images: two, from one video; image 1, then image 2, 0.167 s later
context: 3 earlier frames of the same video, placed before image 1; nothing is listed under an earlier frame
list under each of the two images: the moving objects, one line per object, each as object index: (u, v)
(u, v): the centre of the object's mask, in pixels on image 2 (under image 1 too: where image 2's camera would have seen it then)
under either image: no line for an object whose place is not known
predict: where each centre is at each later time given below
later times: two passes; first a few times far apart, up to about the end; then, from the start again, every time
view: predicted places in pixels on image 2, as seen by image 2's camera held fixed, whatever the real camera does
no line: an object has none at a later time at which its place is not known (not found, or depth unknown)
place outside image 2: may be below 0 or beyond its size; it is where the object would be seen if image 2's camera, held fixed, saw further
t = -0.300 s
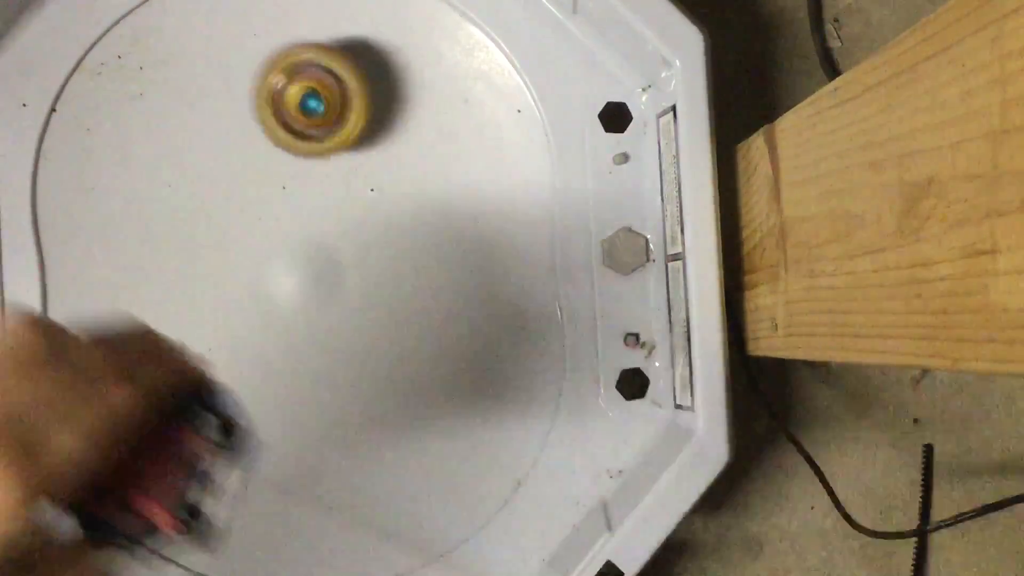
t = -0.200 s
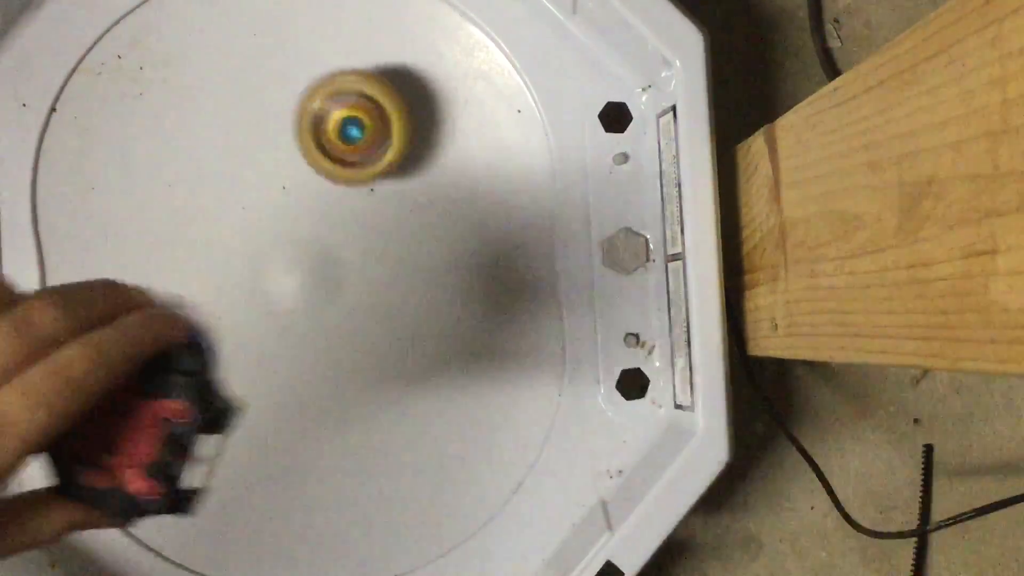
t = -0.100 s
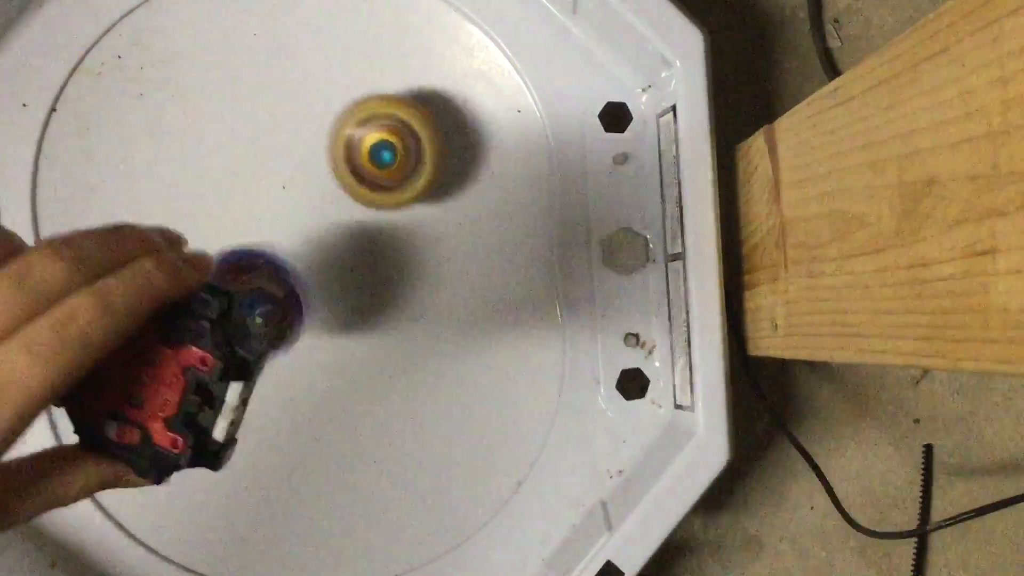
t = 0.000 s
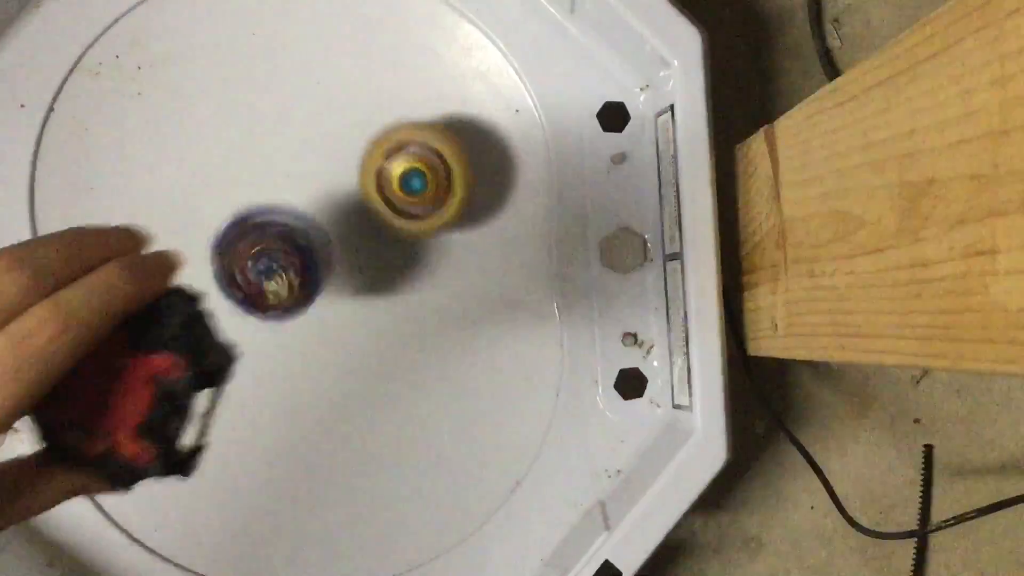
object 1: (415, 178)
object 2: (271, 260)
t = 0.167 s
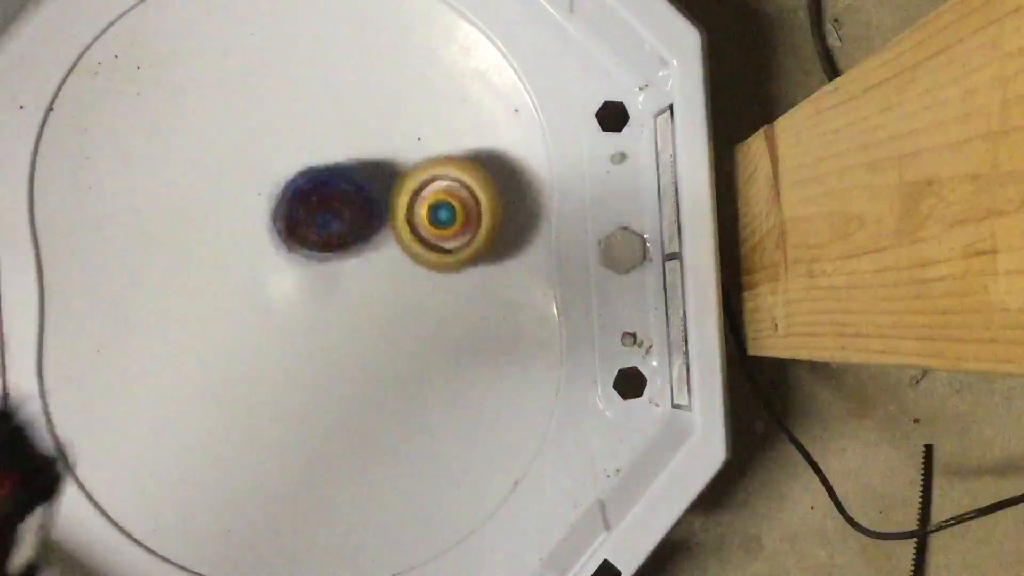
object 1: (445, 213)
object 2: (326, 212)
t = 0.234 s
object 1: (463, 226)
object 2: (324, 184)
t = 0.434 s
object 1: (483, 250)
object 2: (287, 153)
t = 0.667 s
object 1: (388, 306)
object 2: (267, 208)
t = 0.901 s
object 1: (269, 437)
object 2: (269, 227)
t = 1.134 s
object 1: (214, 520)
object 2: (279, 236)
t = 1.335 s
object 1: (223, 492)
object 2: (297, 215)
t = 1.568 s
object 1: (213, 367)
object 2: (318, 231)
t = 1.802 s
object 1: (161, 247)
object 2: (377, 254)
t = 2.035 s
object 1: (165, 162)
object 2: (373, 250)
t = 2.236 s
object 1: (194, 101)
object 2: (338, 257)
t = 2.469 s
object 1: (264, 73)
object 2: (340, 268)
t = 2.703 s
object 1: (353, 82)
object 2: (333, 260)
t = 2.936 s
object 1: (414, 113)
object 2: (334, 260)
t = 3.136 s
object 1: (414, 184)
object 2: (334, 259)
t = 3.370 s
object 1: (429, 216)
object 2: (319, 259)
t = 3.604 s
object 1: (423, 227)
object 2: (302, 223)
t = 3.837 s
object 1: (388, 250)
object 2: (273, 228)
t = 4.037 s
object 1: (363, 261)
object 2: (256, 246)
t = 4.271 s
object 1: (315, 309)
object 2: (254, 238)
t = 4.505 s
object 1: (282, 324)
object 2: (260, 234)
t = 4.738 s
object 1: (262, 324)
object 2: (260, 232)
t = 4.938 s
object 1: (265, 314)
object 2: (256, 228)
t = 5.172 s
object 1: (282, 318)
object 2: (259, 226)
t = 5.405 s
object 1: (283, 318)
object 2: (259, 226)
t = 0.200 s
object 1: (449, 218)
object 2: (333, 198)
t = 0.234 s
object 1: (463, 226)
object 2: (324, 184)
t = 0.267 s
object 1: (476, 233)
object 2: (317, 170)
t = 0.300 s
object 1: (484, 240)
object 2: (302, 160)
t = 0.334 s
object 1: (488, 243)
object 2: (297, 153)
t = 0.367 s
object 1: (488, 244)
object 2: (295, 151)
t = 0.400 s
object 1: (487, 247)
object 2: (289, 152)
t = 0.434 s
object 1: (483, 250)
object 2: (287, 153)
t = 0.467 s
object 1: (476, 253)
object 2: (283, 161)
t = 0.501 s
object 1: (468, 258)
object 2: (279, 166)
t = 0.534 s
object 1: (457, 263)
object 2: (279, 172)
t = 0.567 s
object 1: (443, 270)
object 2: (276, 184)
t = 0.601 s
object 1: (426, 280)
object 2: (274, 190)
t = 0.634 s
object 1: (407, 292)
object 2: (273, 199)
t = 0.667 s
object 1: (388, 306)
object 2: (267, 208)
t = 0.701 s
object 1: (368, 322)
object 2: (266, 210)
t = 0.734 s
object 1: (349, 339)
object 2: (268, 216)
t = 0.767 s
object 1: (331, 359)
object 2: (262, 220)
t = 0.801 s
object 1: (313, 378)
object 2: (264, 218)
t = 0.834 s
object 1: (297, 398)
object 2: (268, 225)
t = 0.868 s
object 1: (283, 417)
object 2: (265, 227)
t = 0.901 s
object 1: (269, 437)
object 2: (269, 227)
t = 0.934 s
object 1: (257, 454)
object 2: (272, 235)
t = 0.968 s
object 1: (245, 472)
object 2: (269, 238)
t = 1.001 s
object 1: (235, 489)
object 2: (275, 239)
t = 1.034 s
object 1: (227, 503)
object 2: (277, 244)
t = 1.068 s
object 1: (220, 513)
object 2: (274, 244)
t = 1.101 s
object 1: (216, 518)
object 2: (277, 237)
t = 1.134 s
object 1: (214, 520)
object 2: (279, 236)
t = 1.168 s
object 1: (214, 519)
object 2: (278, 230)
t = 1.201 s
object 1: (215, 518)
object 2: (284, 222)
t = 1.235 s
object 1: (217, 514)
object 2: (290, 222)
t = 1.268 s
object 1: (220, 509)
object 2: (288, 219)
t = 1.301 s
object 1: (222, 501)
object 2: (292, 213)
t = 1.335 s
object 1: (223, 492)
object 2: (297, 215)
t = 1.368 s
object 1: (222, 479)
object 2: (295, 217)
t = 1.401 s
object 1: (221, 465)
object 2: (296, 213)
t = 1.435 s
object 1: (220, 448)
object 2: (306, 214)
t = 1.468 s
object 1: (218, 429)
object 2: (305, 220)
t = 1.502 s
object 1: (216, 409)
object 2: (306, 220)
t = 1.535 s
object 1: (215, 387)
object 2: (312, 222)
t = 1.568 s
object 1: (213, 367)
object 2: (318, 231)
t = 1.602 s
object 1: (212, 346)
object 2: (314, 237)
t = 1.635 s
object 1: (210, 326)
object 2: (314, 237)
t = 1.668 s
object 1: (208, 305)
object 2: (317, 244)
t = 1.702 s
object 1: (200, 288)
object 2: (322, 249)
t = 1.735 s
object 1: (180, 272)
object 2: (340, 245)
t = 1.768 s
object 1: (168, 259)
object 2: (372, 240)
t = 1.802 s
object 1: (161, 247)
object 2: (377, 254)
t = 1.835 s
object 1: (158, 236)
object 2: (378, 252)
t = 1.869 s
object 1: (157, 224)
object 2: (388, 244)
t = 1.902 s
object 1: (157, 212)
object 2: (395, 247)
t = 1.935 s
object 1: (158, 200)
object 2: (398, 256)
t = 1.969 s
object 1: (160, 187)
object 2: (388, 261)
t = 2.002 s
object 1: (162, 175)
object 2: (376, 256)
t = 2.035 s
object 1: (165, 162)
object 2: (373, 250)
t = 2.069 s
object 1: (168, 150)
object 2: (381, 248)
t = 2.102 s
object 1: (172, 137)
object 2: (378, 256)
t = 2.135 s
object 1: (176, 127)
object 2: (367, 265)
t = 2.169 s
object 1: (182, 117)
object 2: (352, 267)
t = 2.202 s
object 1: (188, 108)
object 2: (341, 262)
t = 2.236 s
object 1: (194, 101)
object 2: (338, 257)
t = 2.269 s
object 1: (202, 94)
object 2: (340, 257)
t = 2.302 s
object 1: (212, 88)
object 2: (345, 259)
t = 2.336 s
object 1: (221, 84)
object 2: (350, 263)
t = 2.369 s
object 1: (232, 80)
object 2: (347, 270)
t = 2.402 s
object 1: (242, 77)
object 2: (349, 272)
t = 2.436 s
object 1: (252, 74)
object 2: (346, 270)
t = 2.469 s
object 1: (264, 73)
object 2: (340, 268)
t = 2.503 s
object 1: (274, 73)
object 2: (335, 266)
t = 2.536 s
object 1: (286, 73)
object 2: (332, 263)
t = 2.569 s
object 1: (297, 75)
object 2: (333, 262)
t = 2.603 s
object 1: (310, 77)
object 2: (332, 260)
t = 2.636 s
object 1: (325, 79)
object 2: (333, 259)
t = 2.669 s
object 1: (338, 81)
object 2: (334, 260)
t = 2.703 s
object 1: (353, 82)
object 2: (333, 260)
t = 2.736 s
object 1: (365, 83)
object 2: (334, 260)
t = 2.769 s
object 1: (376, 84)
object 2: (334, 260)
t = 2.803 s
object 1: (388, 88)
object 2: (333, 260)
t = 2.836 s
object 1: (399, 92)
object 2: (334, 260)
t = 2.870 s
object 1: (405, 98)
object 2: (334, 260)
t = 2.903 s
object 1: (410, 104)
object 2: (334, 260)
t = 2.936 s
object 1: (414, 113)
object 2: (334, 260)
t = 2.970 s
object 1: (416, 122)
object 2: (334, 260)
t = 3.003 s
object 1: (418, 133)
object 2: (333, 260)
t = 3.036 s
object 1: (418, 144)
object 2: (334, 260)
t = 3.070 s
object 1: (417, 157)
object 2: (334, 260)
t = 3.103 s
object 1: (417, 169)
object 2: (333, 260)
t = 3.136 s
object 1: (414, 184)
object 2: (334, 259)
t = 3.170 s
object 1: (421, 193)
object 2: (337, 262)
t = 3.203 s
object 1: (430, 198)
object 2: (316, 270)
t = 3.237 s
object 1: (433, 202)
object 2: (311, 272)
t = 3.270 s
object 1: (434, 206)
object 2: (308, 273)
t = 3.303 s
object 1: (433, 210)
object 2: (309, 272)
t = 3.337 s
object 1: (431, 213)
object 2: (311, 268)
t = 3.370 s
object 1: (429, 216)
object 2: (319, 259)
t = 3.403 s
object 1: (432, 221)
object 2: (319, 254)
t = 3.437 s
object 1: (438, 224)
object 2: (314, 247)
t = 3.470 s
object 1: (438, 225)
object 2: (308, 242)
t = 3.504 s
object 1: (436, 225)
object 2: (302, 236)
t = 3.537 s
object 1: (433, 225)
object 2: (303, 228)
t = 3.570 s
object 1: (428, 226)
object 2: (300, 225)
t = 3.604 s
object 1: (423, 227)
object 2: (302, 223)
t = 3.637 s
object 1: (415, 230)
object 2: (299, 222)
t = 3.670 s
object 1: (407, 234)
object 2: (298, 222)
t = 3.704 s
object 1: (403, 238)
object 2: (290, 223)
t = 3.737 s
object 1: (398, 240)
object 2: (282, 223)
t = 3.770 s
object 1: (391, 242)
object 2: (280, 224)
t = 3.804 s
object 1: (386, 246)
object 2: (279, 226)
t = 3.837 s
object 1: (388, 250)
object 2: (273, 228)
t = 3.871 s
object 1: (388, 253)
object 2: (263, 232)
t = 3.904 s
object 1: (385, 253)
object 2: (262, 233)
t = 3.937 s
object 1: (381, 254)
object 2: (262, 236)
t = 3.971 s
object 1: (377, 256)
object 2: (257, 241)
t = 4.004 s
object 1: (371, 258)
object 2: (256, 244)
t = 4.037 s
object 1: (363, 261)
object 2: (256, 246)
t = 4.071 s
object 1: (355, 264)
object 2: (254, 246)
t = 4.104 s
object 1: (345, 268)
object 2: (252, 244)
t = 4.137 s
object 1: (338, 274)
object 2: (252, 240)
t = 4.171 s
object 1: (332, 280)
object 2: (253, 235)
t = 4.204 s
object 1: (324, 288)
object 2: (253, 235)
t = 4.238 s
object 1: (320, 298)
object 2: (253, 238)
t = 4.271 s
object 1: (315, 309)
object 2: (254, 238)
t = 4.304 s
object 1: (308, 315)
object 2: (253, 238)
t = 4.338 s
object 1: (304, 319)
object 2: (254, 239)
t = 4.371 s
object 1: (300, 321)
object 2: (256, 237)
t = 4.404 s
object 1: (295, 323)
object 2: (259, 236)
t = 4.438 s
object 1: (291, 324)
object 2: (260, 235)
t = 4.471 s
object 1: (286, 324)
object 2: (261, 234)
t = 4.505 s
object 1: (282, 324)
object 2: (260, 234)
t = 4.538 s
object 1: (277, 324)
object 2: (261, 233)
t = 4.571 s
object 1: (273, 324)
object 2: (261, 233)
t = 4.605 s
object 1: (269, 324)
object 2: (262, 232)
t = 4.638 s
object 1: (266, 325)
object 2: (261, 232)
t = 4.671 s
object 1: (264, 325)
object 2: (259, 233)
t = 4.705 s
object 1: (262, 326)
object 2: (259, 233)
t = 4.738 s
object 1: (262, 324)
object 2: (260, 232)
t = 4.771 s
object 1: (261, 322)
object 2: (260, 233)
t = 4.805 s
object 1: (261, 321)
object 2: (260, 233)
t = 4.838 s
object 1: (261, 319)
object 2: (260, 232)
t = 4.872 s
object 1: (262, 317)
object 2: (259, 231)
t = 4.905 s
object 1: (263, 315)
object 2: (257, 229)
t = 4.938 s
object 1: (265, 314)
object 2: (256, 228)
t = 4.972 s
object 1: (266, 312)
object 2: (258, 227)
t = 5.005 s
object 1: (269, 314)
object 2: (258, 226)
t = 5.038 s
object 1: (272, 317)
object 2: (259, 225)
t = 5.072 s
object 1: (275, 318)
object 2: (258, 226)
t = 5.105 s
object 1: (278, 318)
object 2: (259, 227)
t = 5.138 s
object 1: (280, 318)
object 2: (260, 226)
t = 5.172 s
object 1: (282, 318)
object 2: (259, 226)
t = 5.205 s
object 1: (283, 318)
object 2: (260, 226)
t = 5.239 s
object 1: (283, 318)
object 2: (259, 226)
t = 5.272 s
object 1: (284, 318)
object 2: (259, 226)
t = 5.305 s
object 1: (283, 318)
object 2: (259, 226)
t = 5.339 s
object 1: (283, 318)
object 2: (259, 226)
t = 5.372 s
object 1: (283, 318)
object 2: (260, 226)
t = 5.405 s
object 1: (283, 318)
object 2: (259, 226)
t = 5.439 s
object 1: (282, 319)
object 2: (260, 227)
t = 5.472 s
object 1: (282, 318)
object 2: (259, 226)
